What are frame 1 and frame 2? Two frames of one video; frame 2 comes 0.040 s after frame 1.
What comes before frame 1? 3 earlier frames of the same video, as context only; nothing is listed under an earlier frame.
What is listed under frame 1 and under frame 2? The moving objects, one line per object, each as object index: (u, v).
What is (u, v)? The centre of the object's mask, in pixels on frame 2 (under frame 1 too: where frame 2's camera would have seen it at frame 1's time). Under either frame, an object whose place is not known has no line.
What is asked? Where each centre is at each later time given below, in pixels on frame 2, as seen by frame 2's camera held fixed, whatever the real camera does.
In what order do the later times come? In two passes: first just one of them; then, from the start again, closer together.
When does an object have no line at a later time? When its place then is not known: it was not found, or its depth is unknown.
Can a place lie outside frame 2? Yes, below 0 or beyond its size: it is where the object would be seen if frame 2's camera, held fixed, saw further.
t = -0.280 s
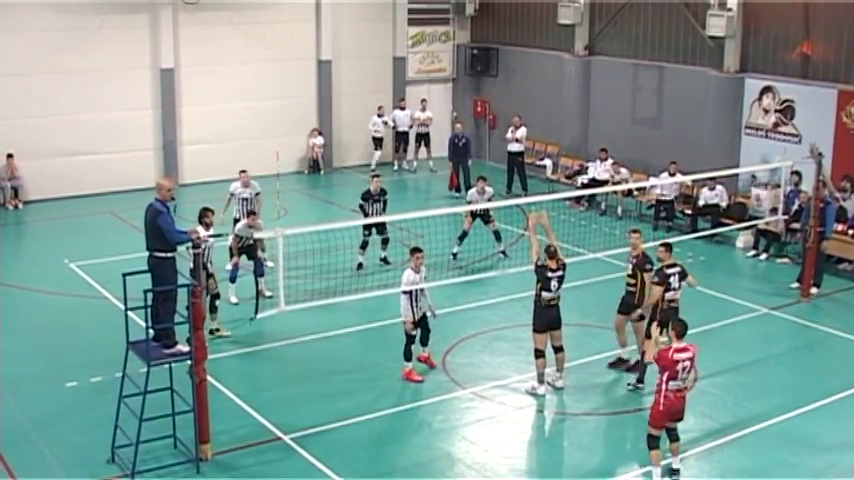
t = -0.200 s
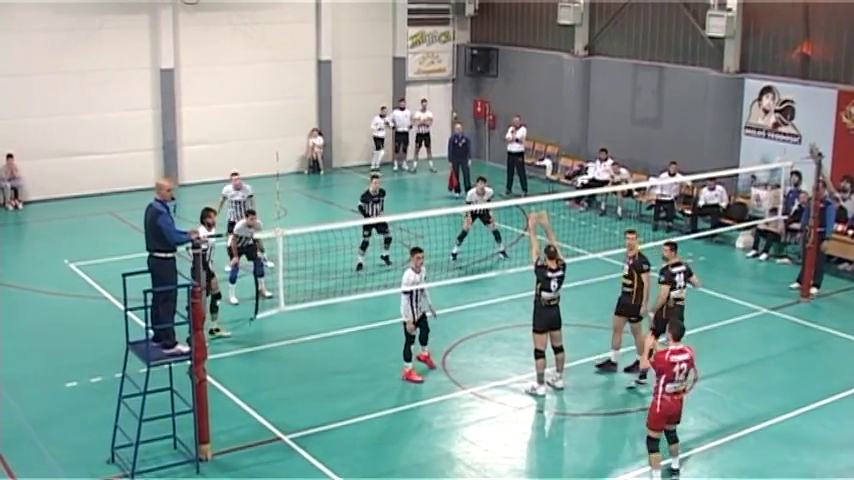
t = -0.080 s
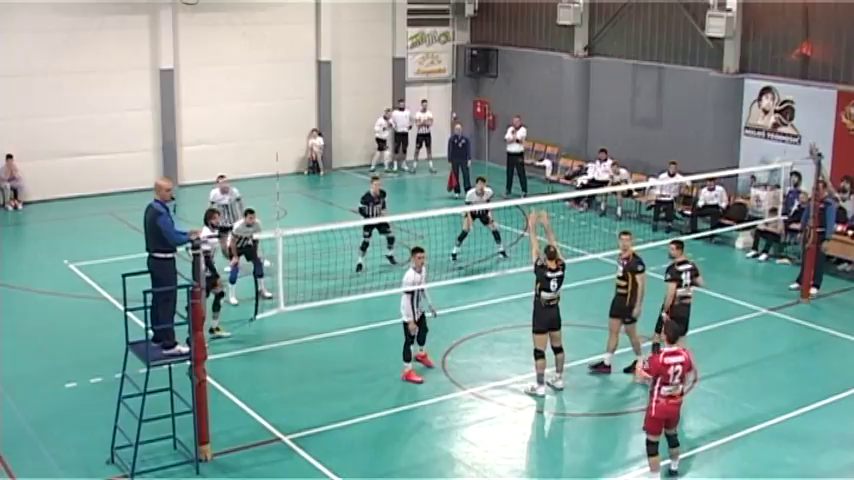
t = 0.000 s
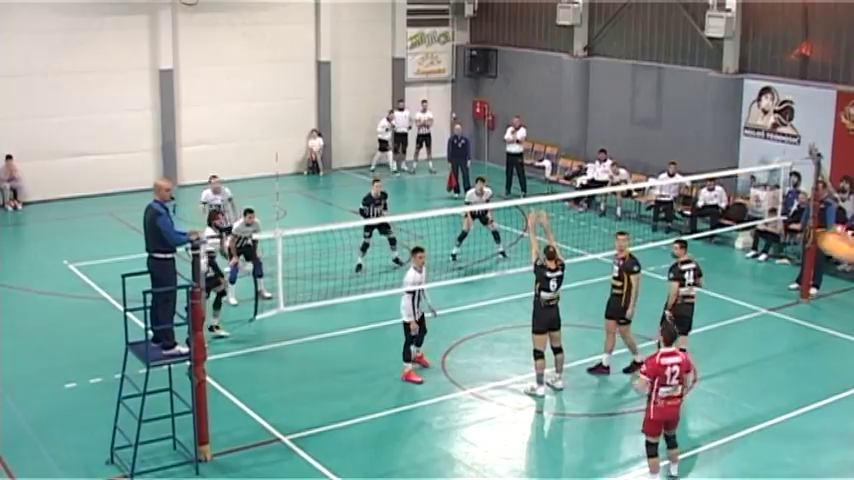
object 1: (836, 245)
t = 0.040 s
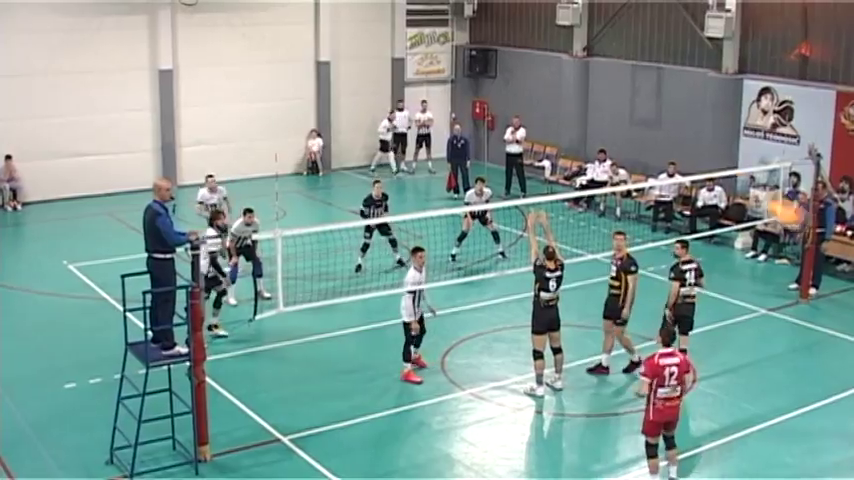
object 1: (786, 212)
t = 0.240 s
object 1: (593, 114)
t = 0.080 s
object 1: (737, 186)
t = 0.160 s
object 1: (657, 143)
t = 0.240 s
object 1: (593, 114)
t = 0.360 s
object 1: (522, 90)
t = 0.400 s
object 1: (501, 88)
